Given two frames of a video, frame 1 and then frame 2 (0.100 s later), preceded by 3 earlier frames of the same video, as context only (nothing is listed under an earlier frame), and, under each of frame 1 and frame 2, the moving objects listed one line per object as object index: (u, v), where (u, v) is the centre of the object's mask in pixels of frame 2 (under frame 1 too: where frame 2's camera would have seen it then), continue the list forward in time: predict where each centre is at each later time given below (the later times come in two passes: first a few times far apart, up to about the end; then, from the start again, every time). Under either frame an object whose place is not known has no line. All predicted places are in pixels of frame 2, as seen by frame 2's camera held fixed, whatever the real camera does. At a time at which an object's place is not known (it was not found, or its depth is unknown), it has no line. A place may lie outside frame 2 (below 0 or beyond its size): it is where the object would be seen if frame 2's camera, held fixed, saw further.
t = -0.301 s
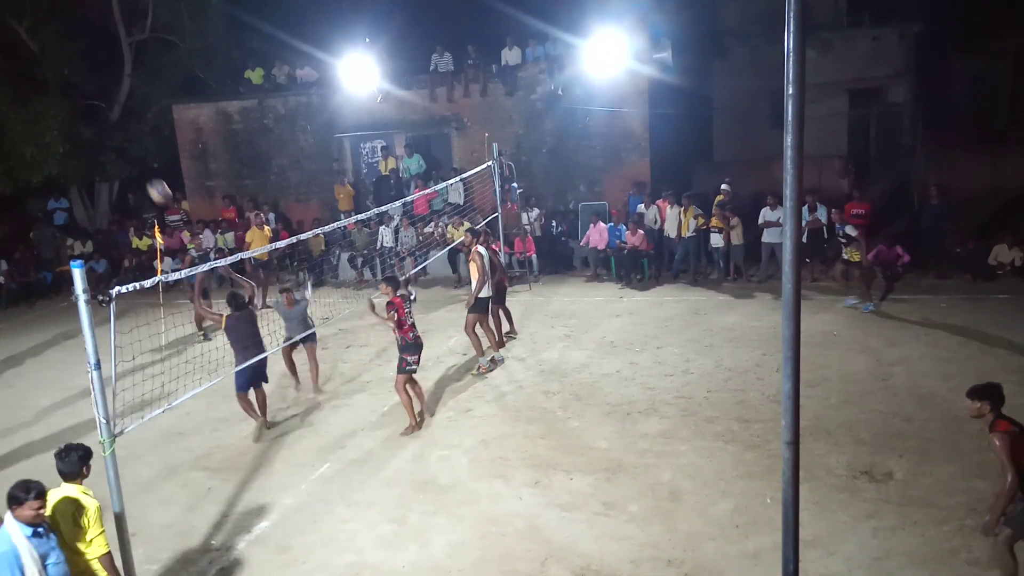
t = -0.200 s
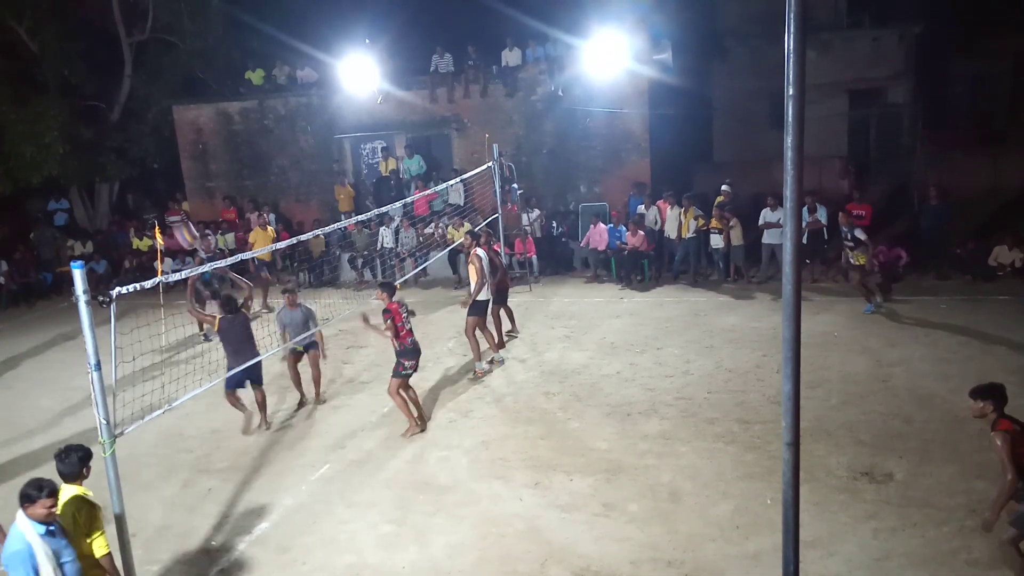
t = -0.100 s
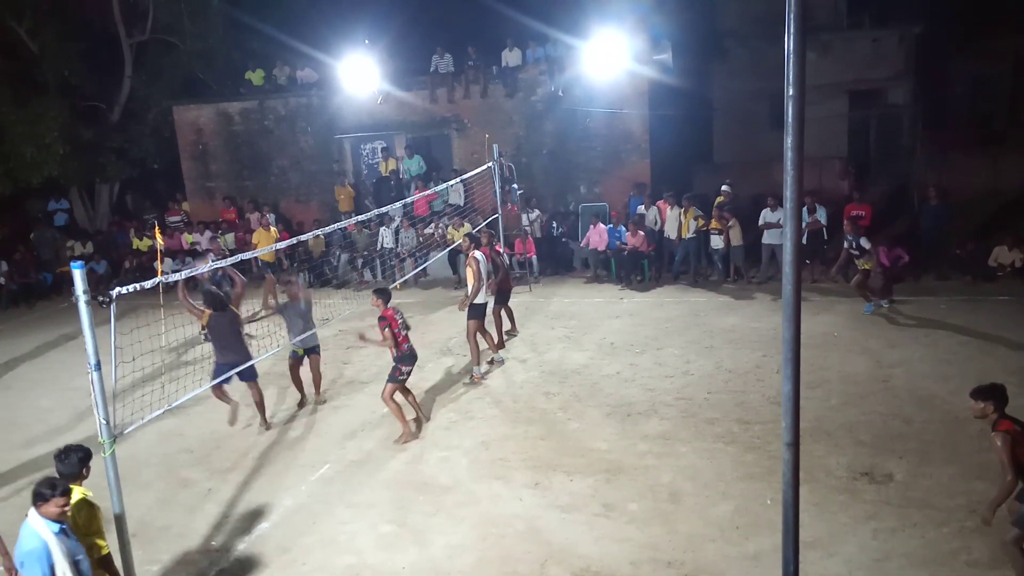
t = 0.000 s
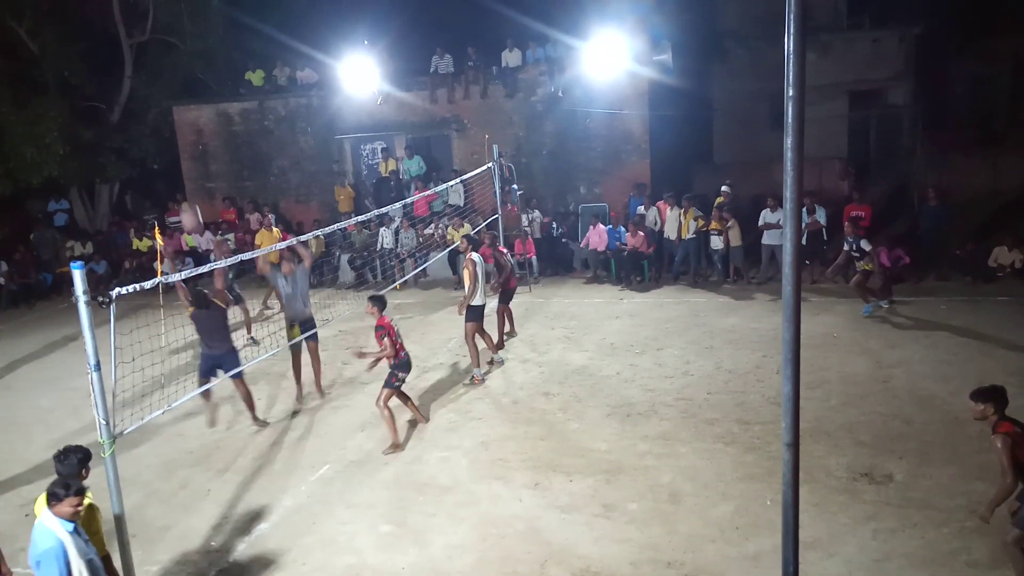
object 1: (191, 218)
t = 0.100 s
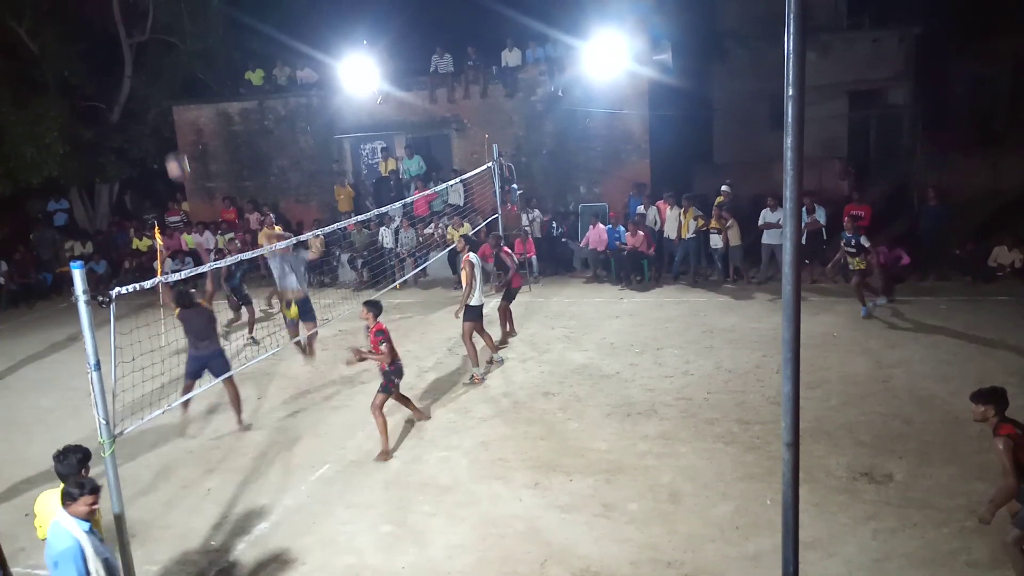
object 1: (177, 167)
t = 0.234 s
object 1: (161, 109)
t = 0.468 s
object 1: (135, 42)
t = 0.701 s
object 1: (117, 29)
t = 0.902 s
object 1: (109, 69)
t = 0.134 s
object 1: (173, 151)
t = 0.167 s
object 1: (169, 136)
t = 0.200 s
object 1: (164, 122)
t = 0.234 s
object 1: (161, 109)
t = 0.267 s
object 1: (156, 96)
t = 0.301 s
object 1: (153, 84)
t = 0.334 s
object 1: (149, 74)
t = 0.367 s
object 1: (145, 64)
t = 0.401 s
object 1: (141, 56)
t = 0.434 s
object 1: (138, 49)
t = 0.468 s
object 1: (135, 42)
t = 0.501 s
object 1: (132, 36)
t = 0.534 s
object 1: (128, 32)
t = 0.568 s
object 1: (126, 29)
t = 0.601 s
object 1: (123, 27)
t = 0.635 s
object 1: (121, 26)
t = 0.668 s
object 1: (119, 27)
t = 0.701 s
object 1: (117, 29)
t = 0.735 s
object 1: (115, 32)
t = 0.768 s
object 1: (113, 37)
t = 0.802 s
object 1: (112, 43)
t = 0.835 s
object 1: (111, 50)
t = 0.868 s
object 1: (110, 59)
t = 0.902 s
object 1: (109, 69)
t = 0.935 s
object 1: (108, 81)
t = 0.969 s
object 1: (108, 94)
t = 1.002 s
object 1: (108, 108)
